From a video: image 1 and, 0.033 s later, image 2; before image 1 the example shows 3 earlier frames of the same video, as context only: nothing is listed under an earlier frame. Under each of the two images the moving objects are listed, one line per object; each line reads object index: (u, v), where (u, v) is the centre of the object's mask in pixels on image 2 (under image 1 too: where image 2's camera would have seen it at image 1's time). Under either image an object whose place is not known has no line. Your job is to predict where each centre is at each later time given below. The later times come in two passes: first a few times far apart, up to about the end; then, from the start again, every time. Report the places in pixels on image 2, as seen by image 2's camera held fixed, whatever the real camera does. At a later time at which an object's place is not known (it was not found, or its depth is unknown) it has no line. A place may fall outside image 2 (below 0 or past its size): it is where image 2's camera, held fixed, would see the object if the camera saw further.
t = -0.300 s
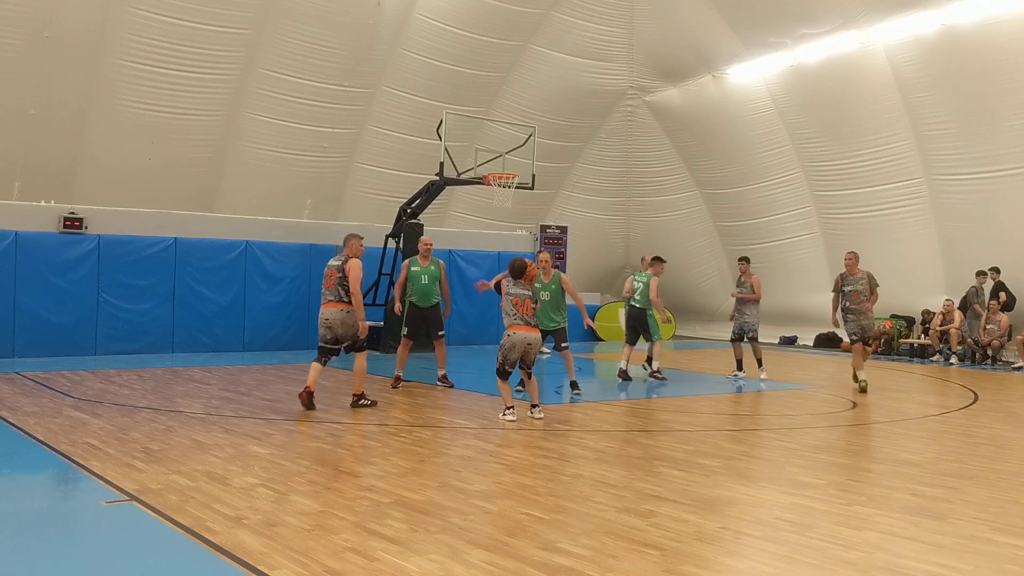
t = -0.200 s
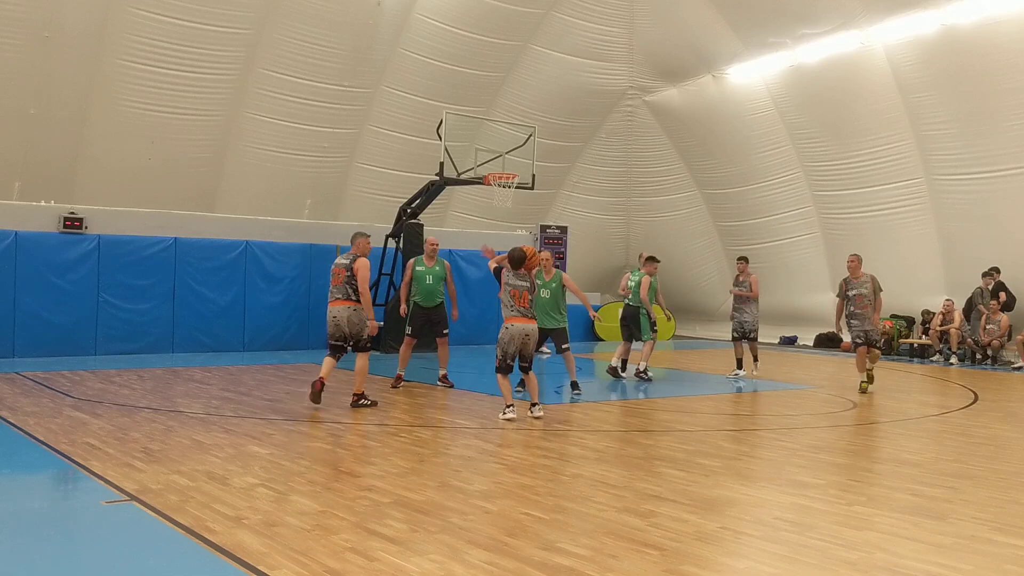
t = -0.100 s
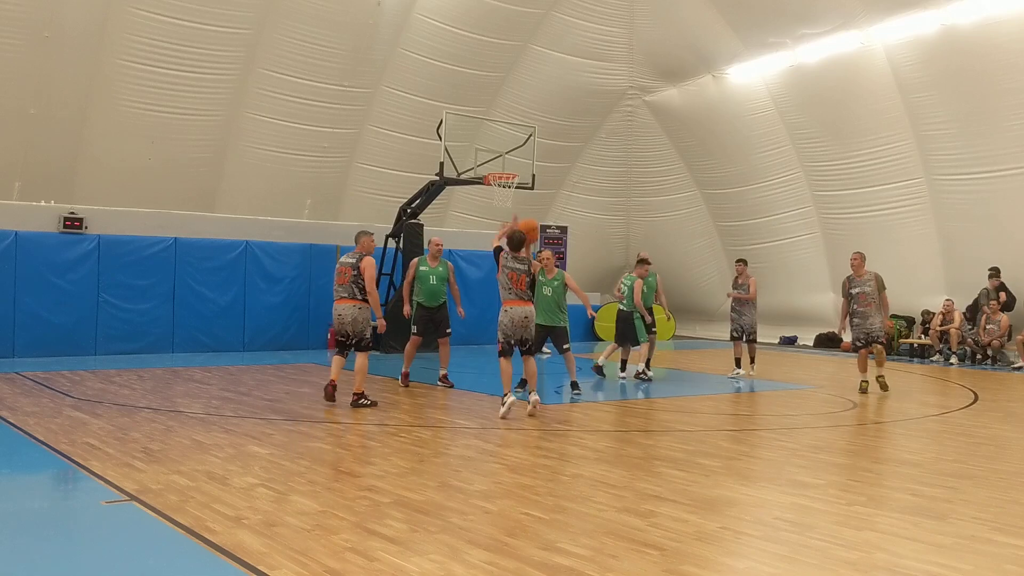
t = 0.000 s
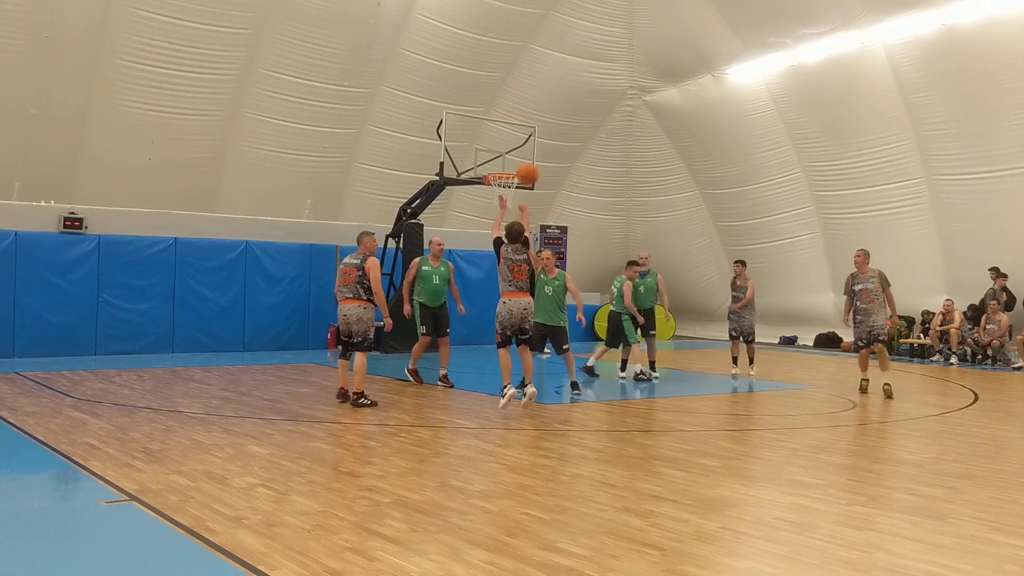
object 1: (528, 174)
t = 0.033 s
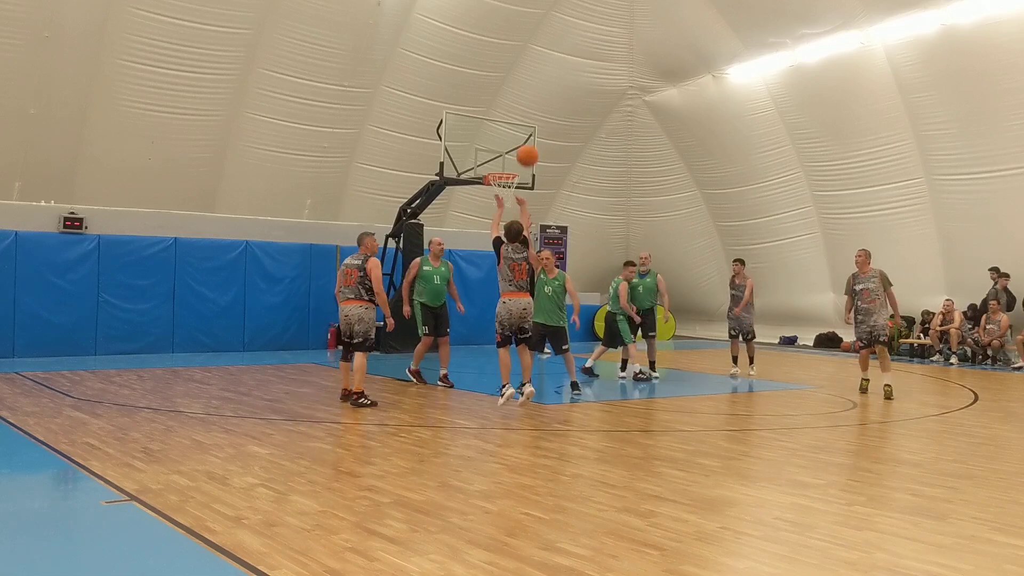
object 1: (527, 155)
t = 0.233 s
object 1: (525, 76)
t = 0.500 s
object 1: (522, 34)
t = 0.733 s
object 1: (519, 44)
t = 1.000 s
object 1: (514, 99)
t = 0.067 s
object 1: (527, 139)
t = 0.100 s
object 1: (527, 124)
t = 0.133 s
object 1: (526, 110)
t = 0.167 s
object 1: (526, 97)
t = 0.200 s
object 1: (526, 86)
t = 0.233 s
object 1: (525, 76)
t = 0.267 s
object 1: (525, 67)
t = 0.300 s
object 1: (525, 59)
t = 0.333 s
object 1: (524, 52)
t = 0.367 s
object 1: (524, 47)
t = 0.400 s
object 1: (524, 42)
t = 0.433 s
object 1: (523, 38)
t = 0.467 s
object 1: (523, 36)
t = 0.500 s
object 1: (522, 34)
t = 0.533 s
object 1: (522, 33)
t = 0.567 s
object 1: (521, 33)
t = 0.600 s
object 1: (521, 33)
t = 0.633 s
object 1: (520, 35)
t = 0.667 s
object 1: (520, 37)
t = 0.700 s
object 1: (519, 40)
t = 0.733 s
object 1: (519, 44)
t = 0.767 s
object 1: (519, 49)
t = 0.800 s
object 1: (518, 54)
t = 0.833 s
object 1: (517, 60)
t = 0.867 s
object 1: (517, 67)
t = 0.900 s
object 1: (516, 74)
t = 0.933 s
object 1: (516, 82)
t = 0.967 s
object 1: (515, 91)
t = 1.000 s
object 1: (514, 99)
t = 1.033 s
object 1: (513, 109)
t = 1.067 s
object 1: (513, 118)
